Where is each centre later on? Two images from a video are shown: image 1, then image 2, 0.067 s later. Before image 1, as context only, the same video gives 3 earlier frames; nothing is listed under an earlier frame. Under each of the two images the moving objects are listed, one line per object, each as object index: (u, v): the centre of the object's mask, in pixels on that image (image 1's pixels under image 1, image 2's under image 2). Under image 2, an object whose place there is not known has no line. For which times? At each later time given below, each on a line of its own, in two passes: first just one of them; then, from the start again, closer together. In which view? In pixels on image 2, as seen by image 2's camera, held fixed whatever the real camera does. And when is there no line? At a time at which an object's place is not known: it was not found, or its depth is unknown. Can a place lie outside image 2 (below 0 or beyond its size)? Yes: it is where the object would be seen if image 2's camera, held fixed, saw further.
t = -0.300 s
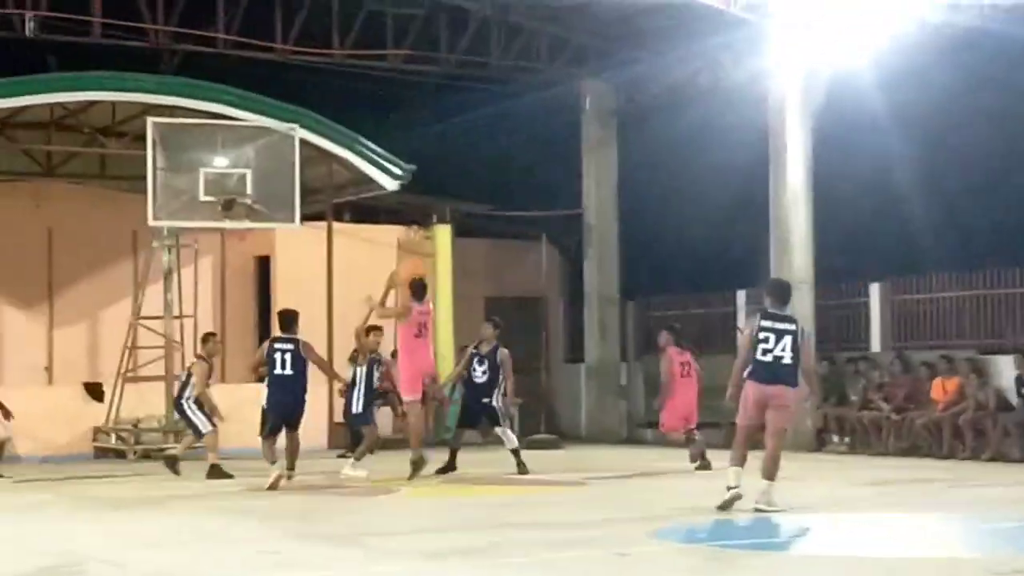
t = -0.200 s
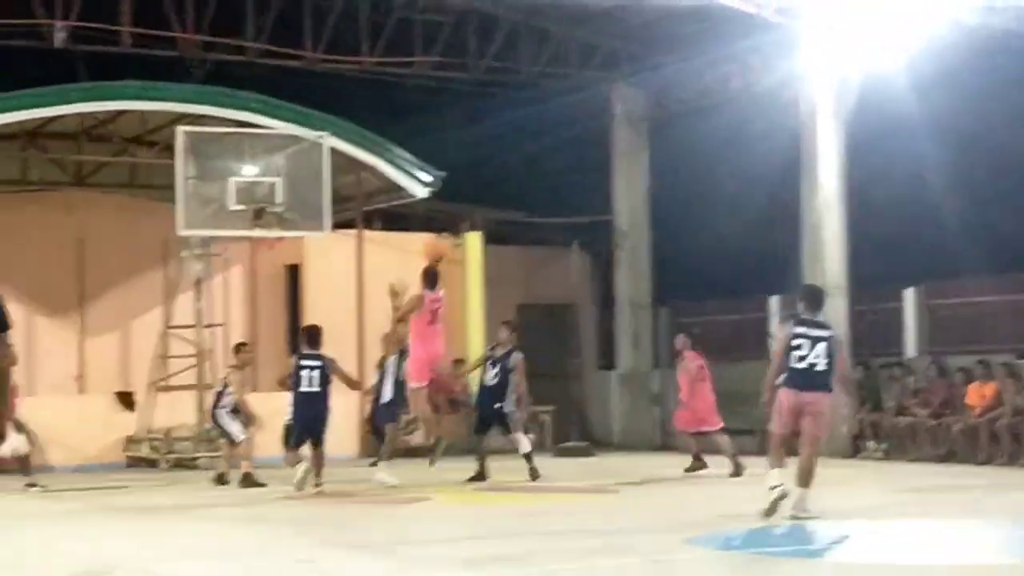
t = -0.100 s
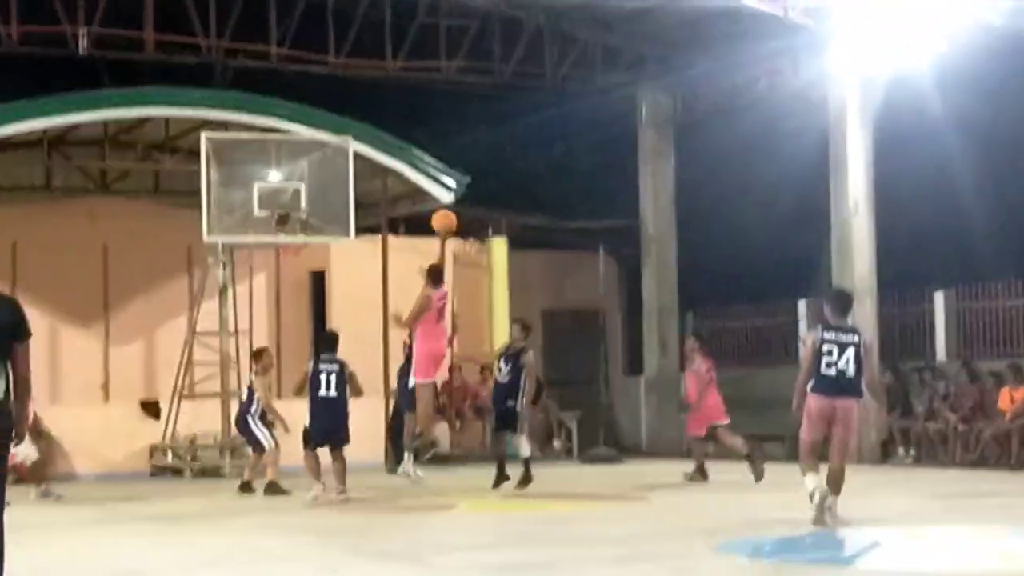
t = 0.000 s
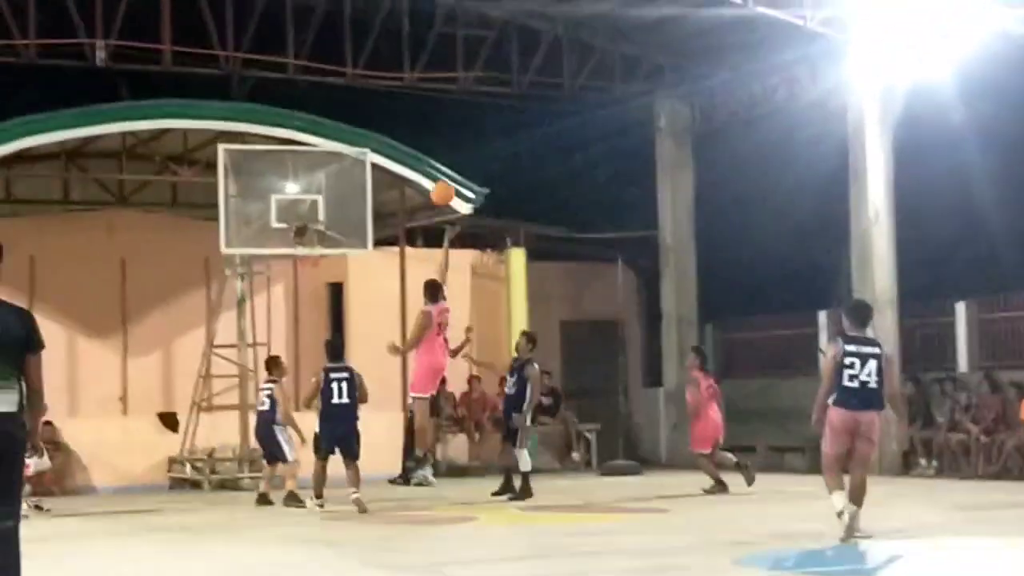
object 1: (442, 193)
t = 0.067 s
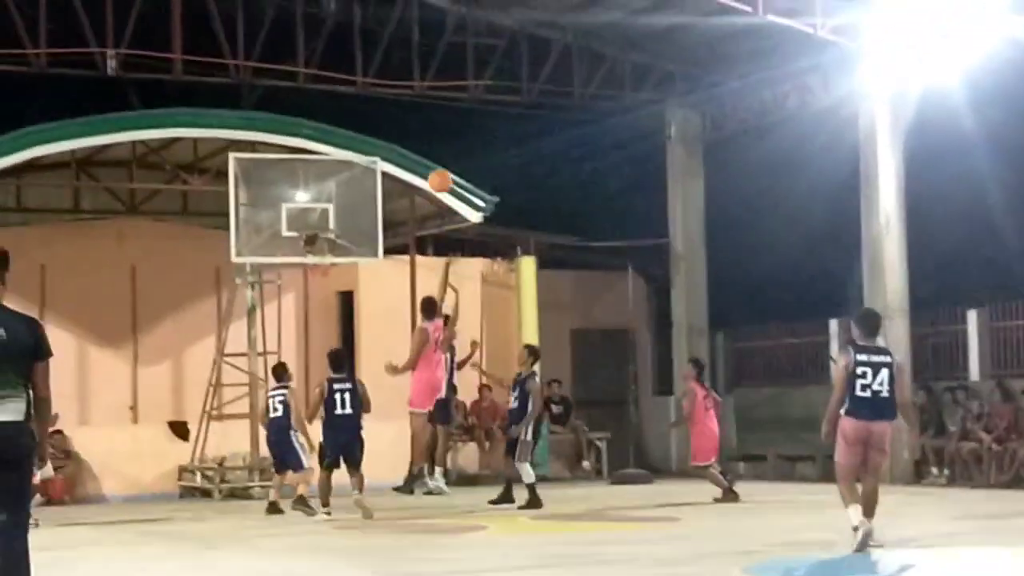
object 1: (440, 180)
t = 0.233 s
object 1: (408, 149)
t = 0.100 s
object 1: (433, 172)
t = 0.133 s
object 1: (427, 165)
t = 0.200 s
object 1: (414, 154)
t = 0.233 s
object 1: (408, 149)
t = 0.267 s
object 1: (401, 146)
